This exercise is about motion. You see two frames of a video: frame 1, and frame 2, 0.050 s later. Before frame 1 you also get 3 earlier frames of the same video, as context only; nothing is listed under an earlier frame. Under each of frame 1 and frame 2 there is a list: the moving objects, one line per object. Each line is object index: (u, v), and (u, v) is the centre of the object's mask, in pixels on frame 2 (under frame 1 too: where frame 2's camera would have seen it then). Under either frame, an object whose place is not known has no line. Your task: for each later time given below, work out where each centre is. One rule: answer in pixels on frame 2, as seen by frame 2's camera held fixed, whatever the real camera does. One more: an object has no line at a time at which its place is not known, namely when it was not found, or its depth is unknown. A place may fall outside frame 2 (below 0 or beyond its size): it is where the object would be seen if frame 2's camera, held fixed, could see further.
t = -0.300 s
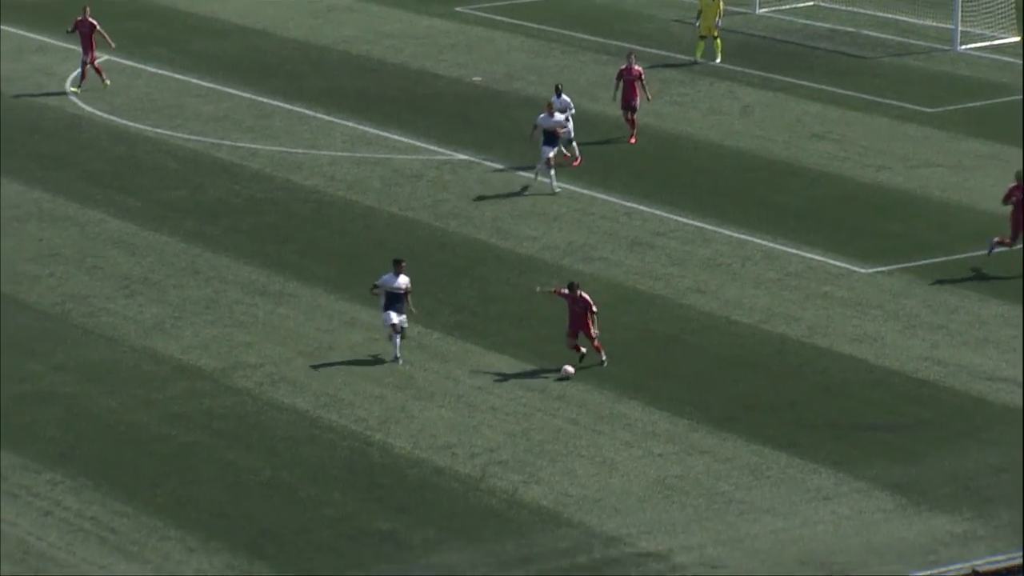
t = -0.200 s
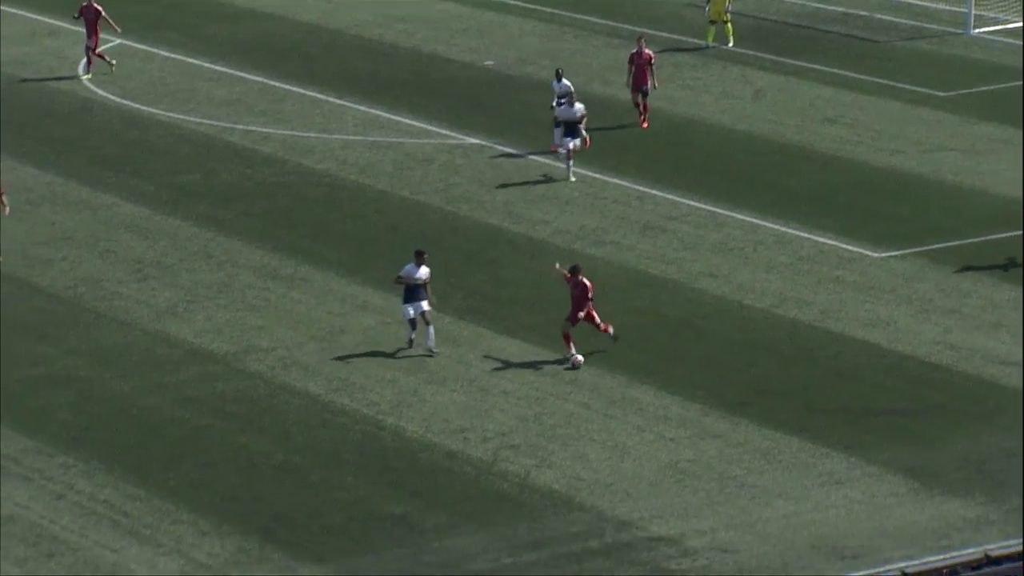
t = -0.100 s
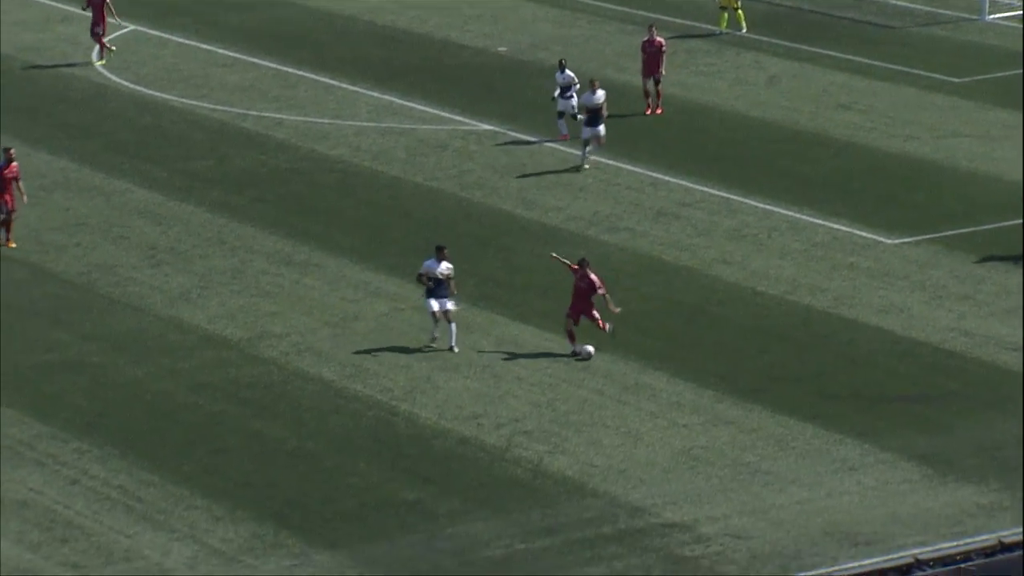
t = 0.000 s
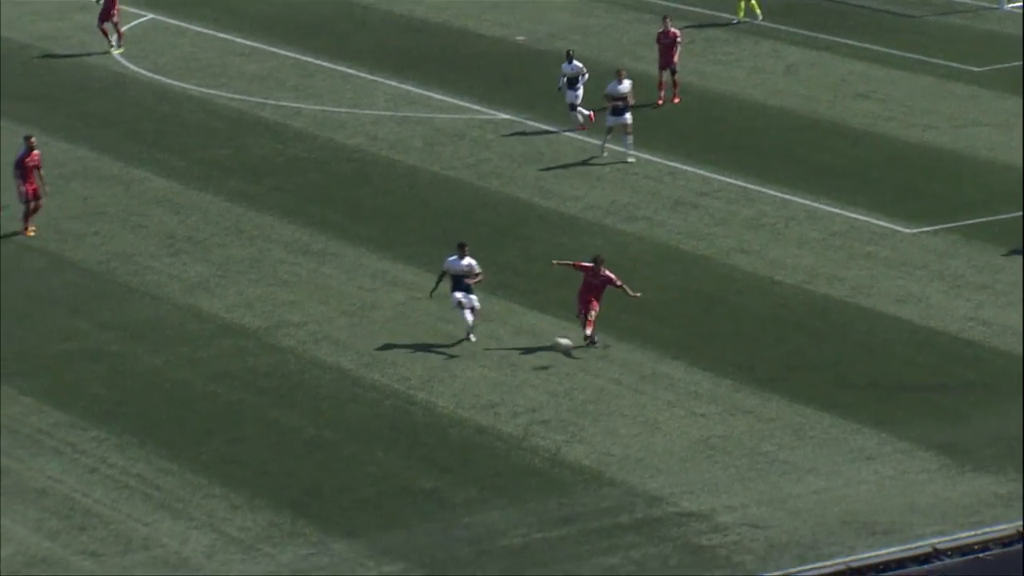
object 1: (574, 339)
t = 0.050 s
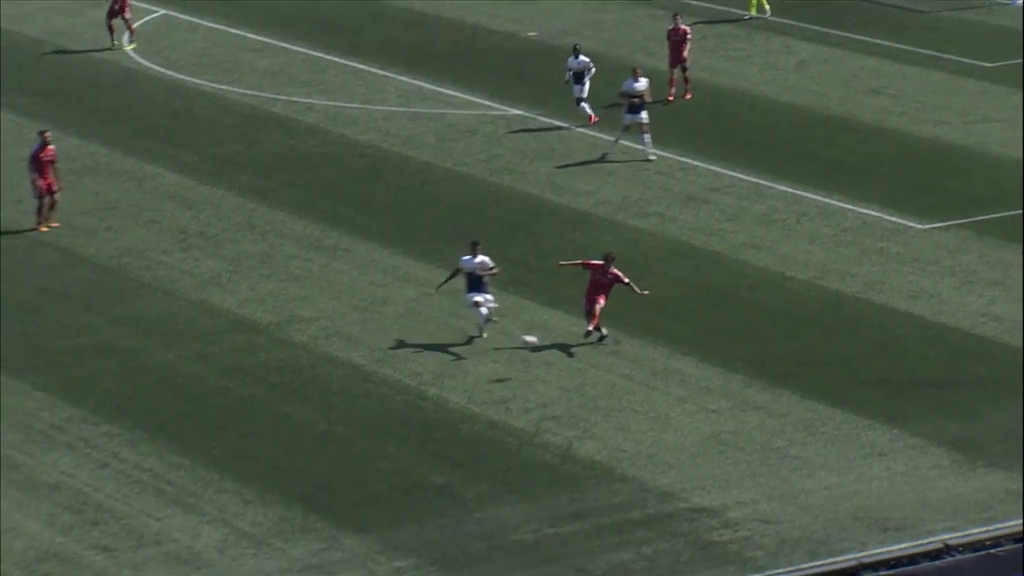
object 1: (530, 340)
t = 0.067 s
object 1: (513, 342)
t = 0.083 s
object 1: (498, 344)
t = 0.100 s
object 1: (482, 345)
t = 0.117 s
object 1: (466, 347)
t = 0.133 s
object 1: (450, 351)
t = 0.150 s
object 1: (435, 351)
